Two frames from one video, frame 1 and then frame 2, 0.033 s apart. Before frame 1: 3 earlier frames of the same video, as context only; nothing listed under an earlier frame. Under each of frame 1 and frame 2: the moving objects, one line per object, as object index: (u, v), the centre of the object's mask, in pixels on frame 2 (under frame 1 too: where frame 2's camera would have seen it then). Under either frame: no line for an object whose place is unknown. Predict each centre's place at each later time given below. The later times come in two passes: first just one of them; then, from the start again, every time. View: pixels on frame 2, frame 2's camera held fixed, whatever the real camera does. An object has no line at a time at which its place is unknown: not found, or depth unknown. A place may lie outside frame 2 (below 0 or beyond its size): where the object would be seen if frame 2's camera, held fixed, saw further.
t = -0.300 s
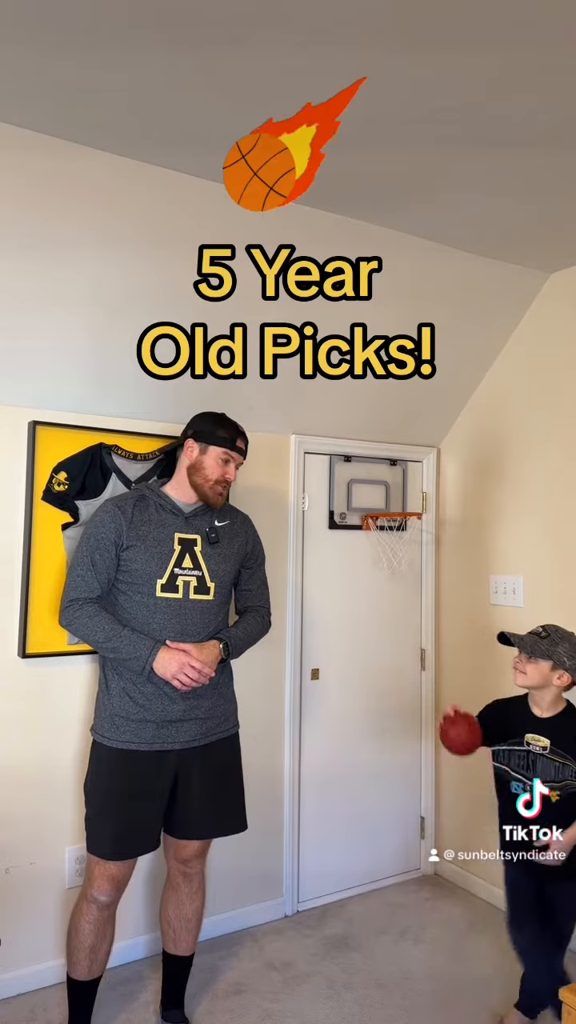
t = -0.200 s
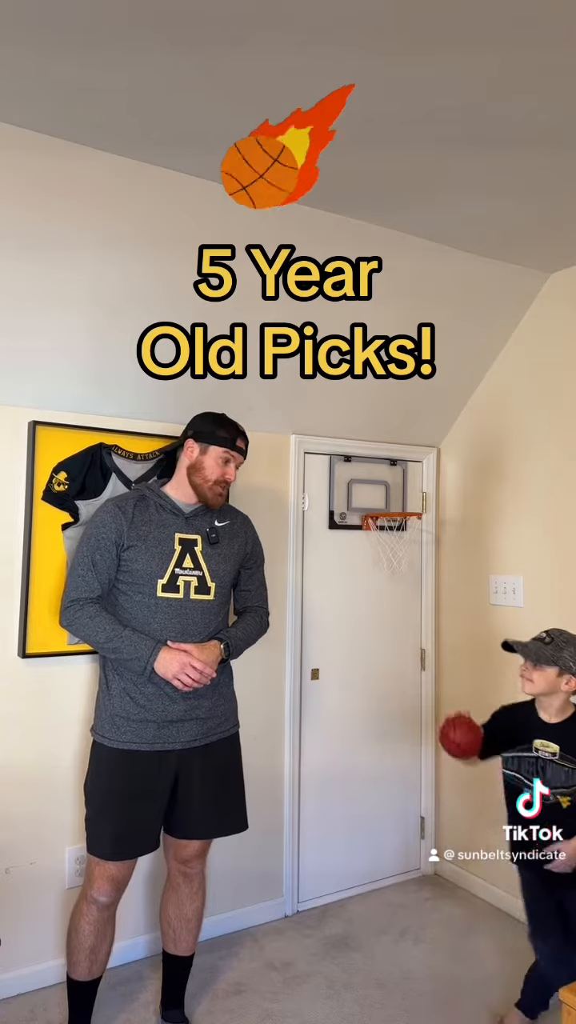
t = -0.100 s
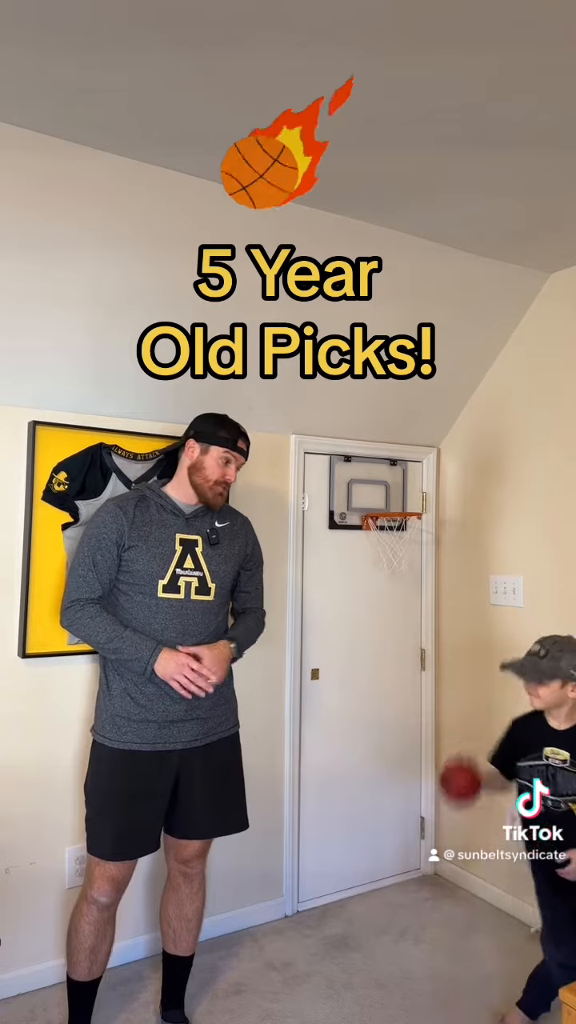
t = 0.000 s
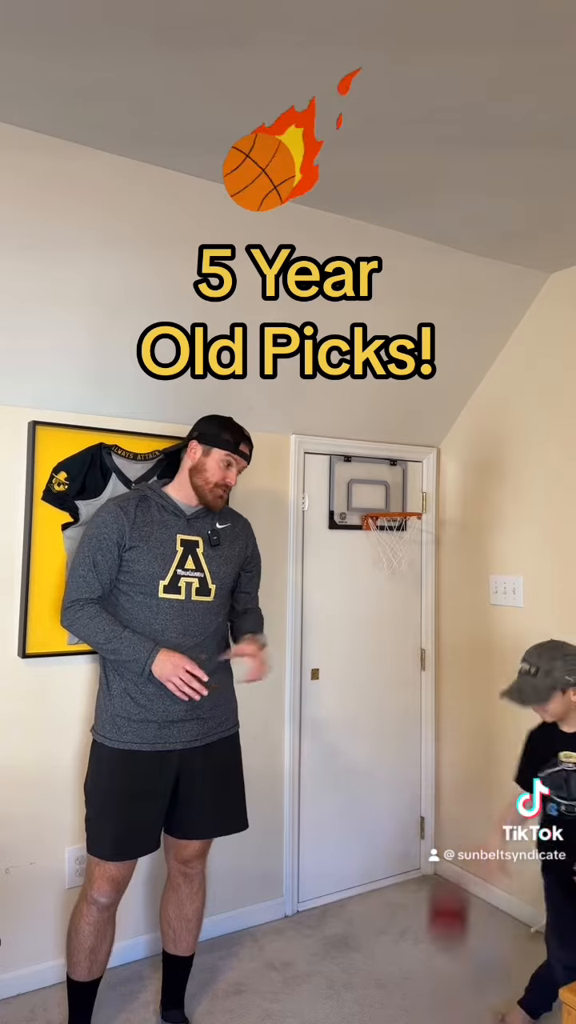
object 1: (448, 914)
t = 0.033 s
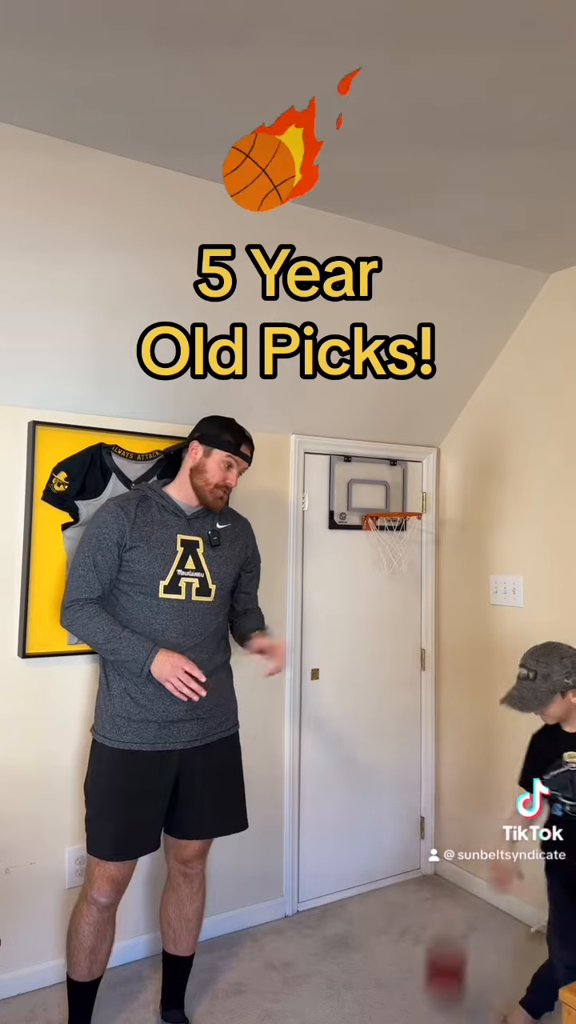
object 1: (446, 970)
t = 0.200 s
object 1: (450, 924)
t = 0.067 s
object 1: (442, 1011)
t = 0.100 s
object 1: (442, 1013)
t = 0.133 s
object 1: (446, 988)
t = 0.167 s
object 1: (449, 952)
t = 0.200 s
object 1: (450, 924)
